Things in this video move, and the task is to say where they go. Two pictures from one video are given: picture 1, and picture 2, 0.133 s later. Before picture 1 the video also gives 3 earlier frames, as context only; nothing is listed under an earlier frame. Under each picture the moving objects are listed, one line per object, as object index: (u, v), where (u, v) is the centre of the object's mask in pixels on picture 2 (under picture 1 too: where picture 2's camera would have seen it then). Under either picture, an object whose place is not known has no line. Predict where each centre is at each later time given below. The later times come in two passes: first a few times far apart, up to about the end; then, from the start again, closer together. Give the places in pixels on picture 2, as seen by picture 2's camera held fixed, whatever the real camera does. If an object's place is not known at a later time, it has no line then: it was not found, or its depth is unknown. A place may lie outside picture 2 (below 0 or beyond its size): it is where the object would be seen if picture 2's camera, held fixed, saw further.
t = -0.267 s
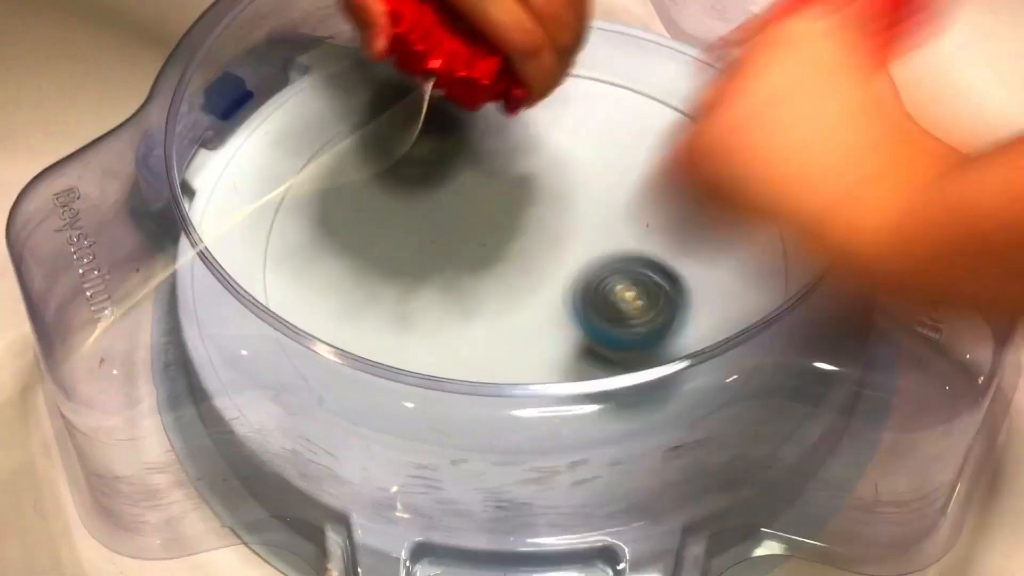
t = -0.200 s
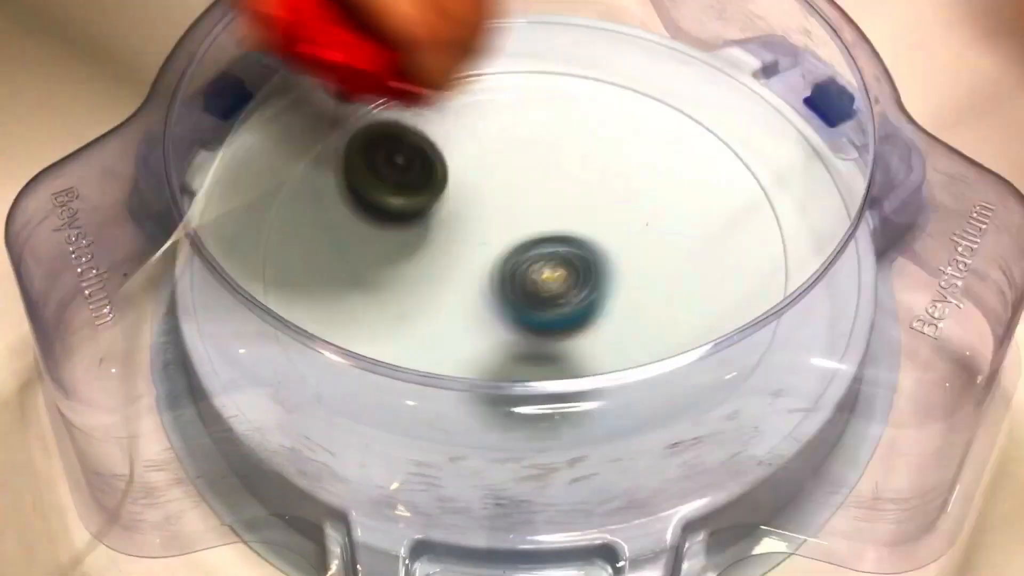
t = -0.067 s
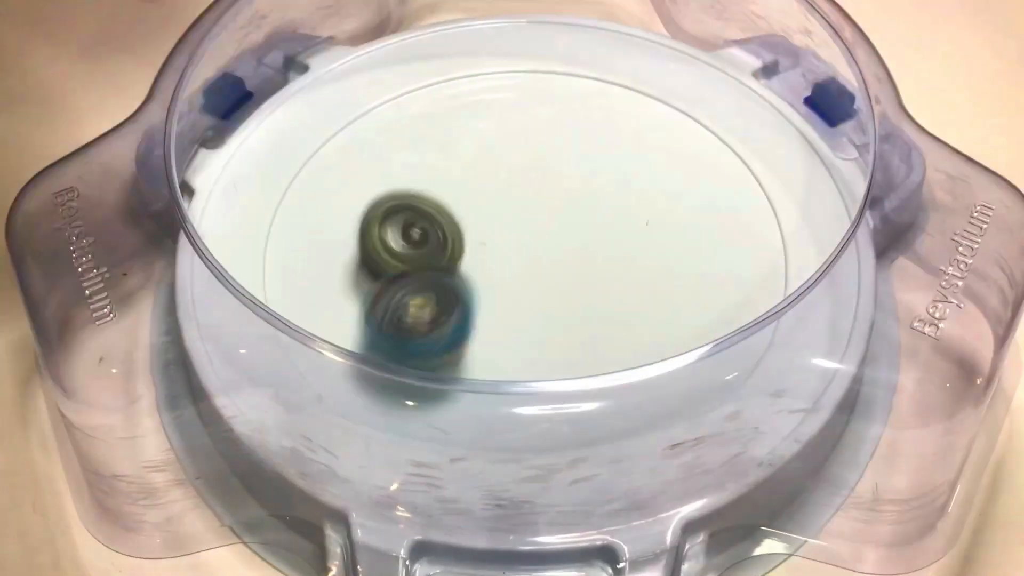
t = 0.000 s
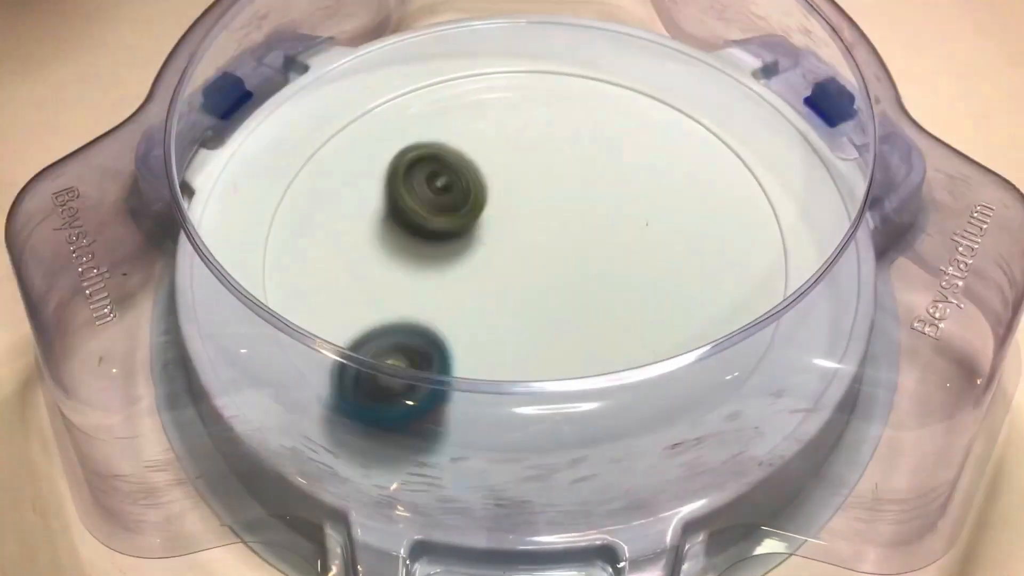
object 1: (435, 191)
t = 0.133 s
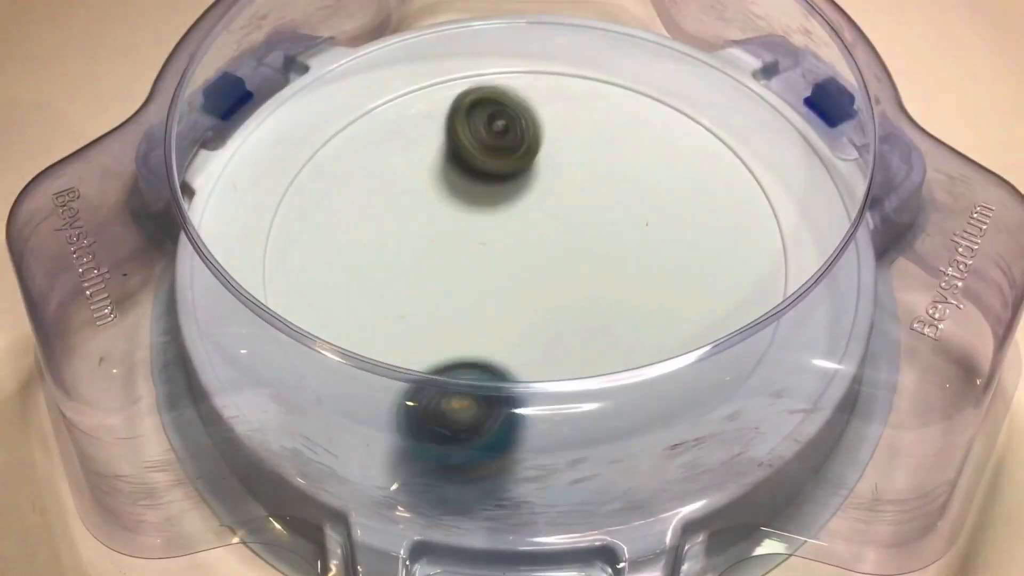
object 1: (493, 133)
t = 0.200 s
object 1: (519, 126)
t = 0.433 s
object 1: (581, 160)
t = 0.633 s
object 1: (453, 128)
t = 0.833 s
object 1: (412, 132)
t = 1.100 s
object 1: (471, 160)
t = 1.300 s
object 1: (576, 216)
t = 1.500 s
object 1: (673, 206)
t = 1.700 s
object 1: (641, 168)
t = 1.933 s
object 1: (542, 200)
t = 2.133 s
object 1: (532, 229)
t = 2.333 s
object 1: (578, 224)
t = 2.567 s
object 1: (547, 229)
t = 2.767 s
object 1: (482, 167)
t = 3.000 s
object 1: (421, 213)
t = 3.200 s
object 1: (387, 216)
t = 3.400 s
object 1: (390, 243)
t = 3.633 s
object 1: (486, 203)
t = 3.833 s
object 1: (516, 150)
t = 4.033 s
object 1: (499, 173)
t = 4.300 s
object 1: (571, 216)
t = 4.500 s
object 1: (637, 211)
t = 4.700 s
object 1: (613, 206)
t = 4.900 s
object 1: (581, 213)
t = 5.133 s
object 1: (573, 268)
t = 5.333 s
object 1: (587, 273)
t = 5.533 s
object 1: (595, 299)
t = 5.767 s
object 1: (533, 309)
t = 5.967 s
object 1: (517, 285)
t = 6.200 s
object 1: (527, 269)
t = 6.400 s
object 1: (536, 267)
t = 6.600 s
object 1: (539, 272)
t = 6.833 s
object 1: (543, 282)
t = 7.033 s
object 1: (541, 282)
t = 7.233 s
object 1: (532, 285)
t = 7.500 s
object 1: (506, 304)
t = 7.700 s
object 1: (502, 278)
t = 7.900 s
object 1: (475, 248)
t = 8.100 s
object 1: (459, 228)
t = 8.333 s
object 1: (483, 223)
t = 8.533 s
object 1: (509, 208)
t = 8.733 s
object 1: (539, 206)
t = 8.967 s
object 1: (567, 217)
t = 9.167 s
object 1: (580, 229)
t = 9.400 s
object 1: (576, 253)
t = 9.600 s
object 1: (567, 266)
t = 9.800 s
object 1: (532, 275)
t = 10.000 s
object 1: (500, 280)
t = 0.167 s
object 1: (506, 126)
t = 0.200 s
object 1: (519, 126)
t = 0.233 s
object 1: (533, 123)
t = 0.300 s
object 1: (557, 121)
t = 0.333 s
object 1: (566, 131)
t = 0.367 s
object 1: (572, 133)
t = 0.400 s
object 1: (577, 148)
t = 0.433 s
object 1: (581, 160)
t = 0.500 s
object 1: (571, 173)
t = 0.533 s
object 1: (536, 161)
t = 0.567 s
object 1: (503, 148)
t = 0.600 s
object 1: (476, 135)
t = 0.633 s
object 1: (453, 128)
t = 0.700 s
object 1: (417, 114)
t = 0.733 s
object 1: (406, 115)
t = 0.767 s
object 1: (402, 117)
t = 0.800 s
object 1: (404, 124)
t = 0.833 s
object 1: (412, 132)
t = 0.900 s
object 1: (421, 142)
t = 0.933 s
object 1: (418, 138)
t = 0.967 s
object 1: (420, 136)
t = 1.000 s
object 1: (429, 138)
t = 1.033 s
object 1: (442, 143)
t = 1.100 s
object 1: (471, 160)
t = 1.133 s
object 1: (484, 168)
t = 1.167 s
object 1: (500, 178)
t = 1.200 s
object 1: (518, 188)
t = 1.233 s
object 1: (537, 197)
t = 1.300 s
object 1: (576, 216)
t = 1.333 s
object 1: (597, 222)
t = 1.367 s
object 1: (617, 225)
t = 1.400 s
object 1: (635, 227)
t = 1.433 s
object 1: (652, 222)
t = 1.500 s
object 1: (673, 206)
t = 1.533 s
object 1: (679, 195)
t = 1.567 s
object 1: (680, 187)
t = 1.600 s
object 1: (676, 179)
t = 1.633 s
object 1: (667, 174)
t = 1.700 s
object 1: (641, 168)
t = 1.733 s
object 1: (625, 169)
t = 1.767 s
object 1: (609, 171)
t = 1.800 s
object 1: (593, 175)
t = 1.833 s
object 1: (578, 179)
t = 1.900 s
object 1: (553, 192)
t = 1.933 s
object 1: (542, 200)
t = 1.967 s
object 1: (533, 211)
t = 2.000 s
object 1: (524, 225)
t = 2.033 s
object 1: (517, 236)
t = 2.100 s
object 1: (518, 242)
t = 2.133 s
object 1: (532, 229)
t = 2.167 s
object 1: (544, 227)
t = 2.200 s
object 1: (555, 220)
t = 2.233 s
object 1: (563, 218)
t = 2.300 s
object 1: (577, 222)
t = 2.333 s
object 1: (578, 224)
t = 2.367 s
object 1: (577, 227)
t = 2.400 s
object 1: (574, 233)
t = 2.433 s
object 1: (570, 240)
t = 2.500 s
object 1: (561, 254)
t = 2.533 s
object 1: (554, 252)
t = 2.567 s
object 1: (547, 229)
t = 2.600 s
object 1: (538, 209)
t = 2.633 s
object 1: (528, 191)
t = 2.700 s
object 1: (505, 172)
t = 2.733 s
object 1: (495, 168)
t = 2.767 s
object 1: (482, 167)
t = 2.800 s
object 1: (470, 170)
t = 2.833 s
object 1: (458, 176)
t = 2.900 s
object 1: (437, 188)
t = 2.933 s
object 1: (431, 195)
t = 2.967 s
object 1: (425, 204)
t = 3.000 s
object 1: (421, 213)
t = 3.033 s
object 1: (417, 222)
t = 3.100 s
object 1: (404, 220)
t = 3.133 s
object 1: (398, 217)
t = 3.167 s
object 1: (391, 215)
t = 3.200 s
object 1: (387, 216)
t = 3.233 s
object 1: (385, 219)
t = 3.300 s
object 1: (384, 230)
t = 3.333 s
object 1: (384, 234)
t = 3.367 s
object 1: (386, 239)
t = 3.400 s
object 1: (390, 243)
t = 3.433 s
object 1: (395, 245)
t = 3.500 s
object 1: (418, 236)
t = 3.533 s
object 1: (437, 230)
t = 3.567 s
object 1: (455, 222)
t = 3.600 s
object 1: (471, 213)
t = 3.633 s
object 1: (486, 203)
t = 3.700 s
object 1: (507, 182)
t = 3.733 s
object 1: (513, 172)
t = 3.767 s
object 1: (517, 164)
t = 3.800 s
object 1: (517, 156)
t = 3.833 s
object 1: (516, 150)
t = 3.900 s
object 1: (511, 146)
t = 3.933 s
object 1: (508, 149)
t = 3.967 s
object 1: (505, 156)
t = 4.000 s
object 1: (502, 164)
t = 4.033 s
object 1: (499, 173)
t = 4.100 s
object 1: (502, 185)
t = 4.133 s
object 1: (509, 190)
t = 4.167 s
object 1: (517, 195)
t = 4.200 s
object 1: (529, 201)
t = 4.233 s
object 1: (541, 206)
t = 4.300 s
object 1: (571, 216)
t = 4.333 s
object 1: (585, 220)
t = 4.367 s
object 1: (601, 221)
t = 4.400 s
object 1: (614, 219)
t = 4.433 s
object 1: (626, 217)
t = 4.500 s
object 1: (637, 211)
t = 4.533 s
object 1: (635, 210)
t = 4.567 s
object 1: (628, 210)
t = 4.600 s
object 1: (621, 210)
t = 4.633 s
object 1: (620, 208)
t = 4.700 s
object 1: (613, 206)
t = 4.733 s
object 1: (606, 205)
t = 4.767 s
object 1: (600, 204)
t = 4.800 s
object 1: (594, 206)
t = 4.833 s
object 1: (589, 207)
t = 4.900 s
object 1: (581, 213)
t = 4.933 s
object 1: (575, 222)
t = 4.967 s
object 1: (571, 233)
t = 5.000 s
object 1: (572, 244)
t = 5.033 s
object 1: (574, 253)
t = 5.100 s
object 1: (574, 265)
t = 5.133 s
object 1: (573, 268)
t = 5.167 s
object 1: (573, 269)
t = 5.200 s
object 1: (573, 270)
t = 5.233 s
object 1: (576, 270)
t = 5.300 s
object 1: (584, 272)
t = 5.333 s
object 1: (587, 273)
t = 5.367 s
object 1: (589, 276)
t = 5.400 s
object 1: (591, 280)
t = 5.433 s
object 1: (596, 284)
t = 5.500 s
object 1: (600, 294)
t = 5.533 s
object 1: (595, 299)
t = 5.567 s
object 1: (587, 302)
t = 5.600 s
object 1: (577, 304)
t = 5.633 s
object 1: (567, 307)
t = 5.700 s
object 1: (550, 311)
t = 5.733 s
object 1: (542, 311)
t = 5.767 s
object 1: (533, 309)
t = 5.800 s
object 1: (526, 305)
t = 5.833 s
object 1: (519, 302)
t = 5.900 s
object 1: (517, 295)
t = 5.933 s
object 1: (516, 289)
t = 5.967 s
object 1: (517, 285)
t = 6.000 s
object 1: (520, 286)
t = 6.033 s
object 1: (521, 285)
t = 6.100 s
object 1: (525, 281)
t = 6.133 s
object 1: (525, 278)
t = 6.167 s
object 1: (526, 274)
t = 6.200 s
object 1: (527, 269)
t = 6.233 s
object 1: (528, 266)
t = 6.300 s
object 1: (529, 258)
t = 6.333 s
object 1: (530, 257)
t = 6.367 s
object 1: (533, 262)
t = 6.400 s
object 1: (536, 267)
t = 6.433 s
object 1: (538, 270)
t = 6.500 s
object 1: (540, 273)
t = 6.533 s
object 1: (540, 274)
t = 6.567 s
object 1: (539, 273)
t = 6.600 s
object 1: (539, 272)
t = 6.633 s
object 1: (539, 270)
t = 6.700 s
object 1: (540, 274)
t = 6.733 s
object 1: (541, 278)
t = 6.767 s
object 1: (543, 280)
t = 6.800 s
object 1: (543, 282)
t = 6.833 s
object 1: (543, 282)
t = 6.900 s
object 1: (544, 280)
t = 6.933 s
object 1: (543, 279)
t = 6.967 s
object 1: (543, 281)
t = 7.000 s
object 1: (542, 282)
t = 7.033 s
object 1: (541, 282)
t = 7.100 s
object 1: (539, 282)
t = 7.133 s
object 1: (537, 284)
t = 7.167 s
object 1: (536, 285)
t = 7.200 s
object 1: (534, 285)
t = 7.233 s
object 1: (532, 285)
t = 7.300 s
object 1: (523, 294)
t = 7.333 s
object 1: (519, 299)
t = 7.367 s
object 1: (515, 303)
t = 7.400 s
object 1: (512, 305)
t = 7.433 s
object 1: (510, 305)
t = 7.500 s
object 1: (506, 304)
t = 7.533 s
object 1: (505, 301)
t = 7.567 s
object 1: (505, 299)
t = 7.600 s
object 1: (505, 292)
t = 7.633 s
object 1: (505, 288)
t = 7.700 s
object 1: (502, 278)
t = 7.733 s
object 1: (499, 273)
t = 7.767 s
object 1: (496, 267)
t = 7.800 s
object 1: (490, 263)
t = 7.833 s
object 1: (485, 258)
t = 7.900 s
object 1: (475, 248)
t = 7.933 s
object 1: (470, 243)
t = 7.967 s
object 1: (466, 239)
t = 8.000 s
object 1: (463, 235)
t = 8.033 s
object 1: (460, 233)
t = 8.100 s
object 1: (459, 228)
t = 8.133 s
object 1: (461, 227)
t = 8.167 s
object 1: (462, 226)
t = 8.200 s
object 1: (465, 226)
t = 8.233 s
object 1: (469, 224)
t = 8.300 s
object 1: (478, 224)
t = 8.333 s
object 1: (483, 223)
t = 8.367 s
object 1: (487, 219)
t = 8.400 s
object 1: (490, 215)
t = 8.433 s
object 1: (494, 213)
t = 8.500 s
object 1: (503, 209)
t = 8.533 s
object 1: (509, 208)
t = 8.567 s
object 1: (514, 207)
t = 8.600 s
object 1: (519, 206)
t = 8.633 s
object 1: (524, 206)
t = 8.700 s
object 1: (535, 206)
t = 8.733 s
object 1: (539, 206)
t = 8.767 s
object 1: (544, 207)
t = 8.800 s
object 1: (548, 208)
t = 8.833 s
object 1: (553, 209)
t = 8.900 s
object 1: (560, 212)
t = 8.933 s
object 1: (564, 214)
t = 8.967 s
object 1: (567, 217)
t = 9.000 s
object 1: (570, 219)
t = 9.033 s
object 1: (574, 220)
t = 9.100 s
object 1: (579, 224)
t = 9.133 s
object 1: (580, 226)
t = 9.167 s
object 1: (580, 229)
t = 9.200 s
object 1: (580, 233)
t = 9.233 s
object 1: (578, 236)
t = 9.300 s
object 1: (574, 242)
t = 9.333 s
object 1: (573, 246)
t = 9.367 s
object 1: (572, 250)
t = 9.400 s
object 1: (576, 253)
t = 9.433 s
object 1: (578, 255)
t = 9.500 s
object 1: (577, 261)
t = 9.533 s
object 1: (574, 263)
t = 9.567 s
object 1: (571, 264)
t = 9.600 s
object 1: (567, 266)
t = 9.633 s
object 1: (563, 268)
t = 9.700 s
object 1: (552, 272)
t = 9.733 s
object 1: (546, 273)
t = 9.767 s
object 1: (539, 274)
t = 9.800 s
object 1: (532, 275)
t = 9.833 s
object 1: (526, 277)
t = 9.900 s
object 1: (513, 279)
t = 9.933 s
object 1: (508, 280)
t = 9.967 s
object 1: (503, 281)
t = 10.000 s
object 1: (500, 280)
